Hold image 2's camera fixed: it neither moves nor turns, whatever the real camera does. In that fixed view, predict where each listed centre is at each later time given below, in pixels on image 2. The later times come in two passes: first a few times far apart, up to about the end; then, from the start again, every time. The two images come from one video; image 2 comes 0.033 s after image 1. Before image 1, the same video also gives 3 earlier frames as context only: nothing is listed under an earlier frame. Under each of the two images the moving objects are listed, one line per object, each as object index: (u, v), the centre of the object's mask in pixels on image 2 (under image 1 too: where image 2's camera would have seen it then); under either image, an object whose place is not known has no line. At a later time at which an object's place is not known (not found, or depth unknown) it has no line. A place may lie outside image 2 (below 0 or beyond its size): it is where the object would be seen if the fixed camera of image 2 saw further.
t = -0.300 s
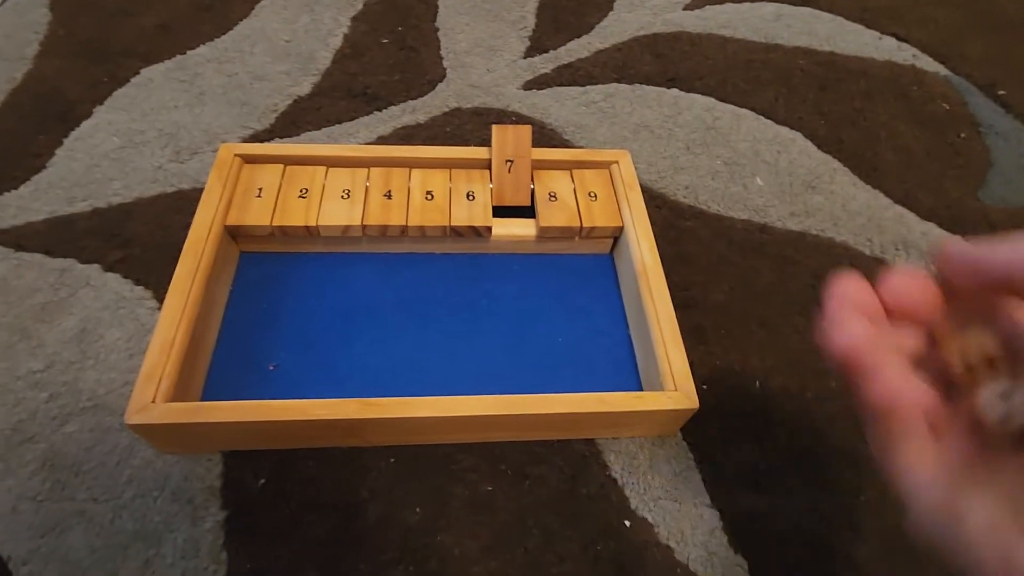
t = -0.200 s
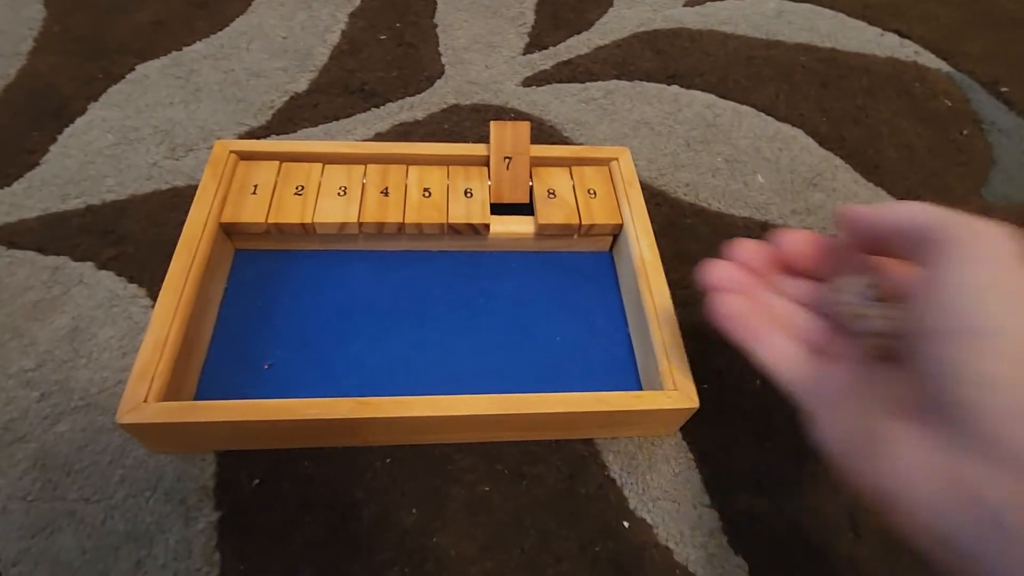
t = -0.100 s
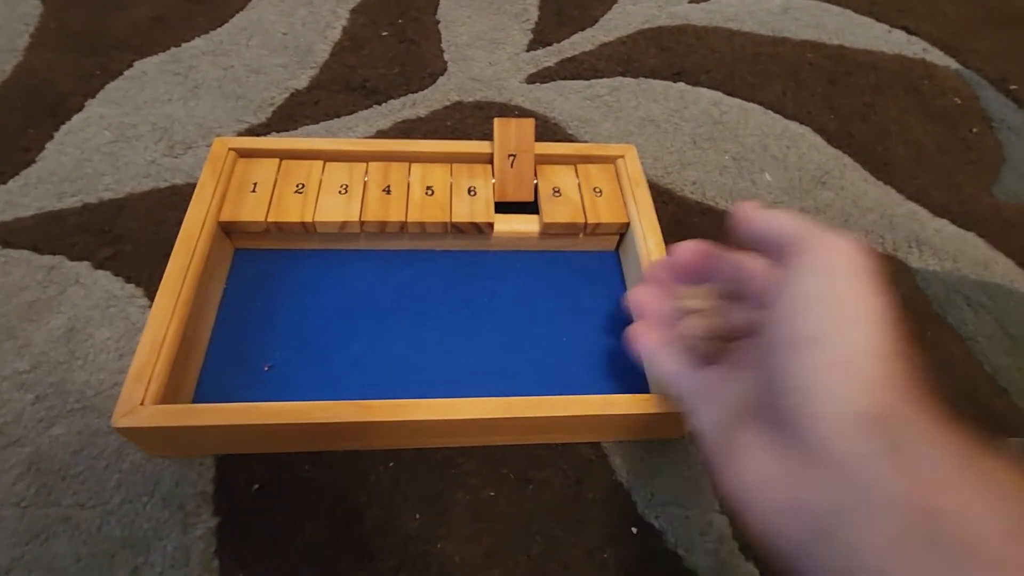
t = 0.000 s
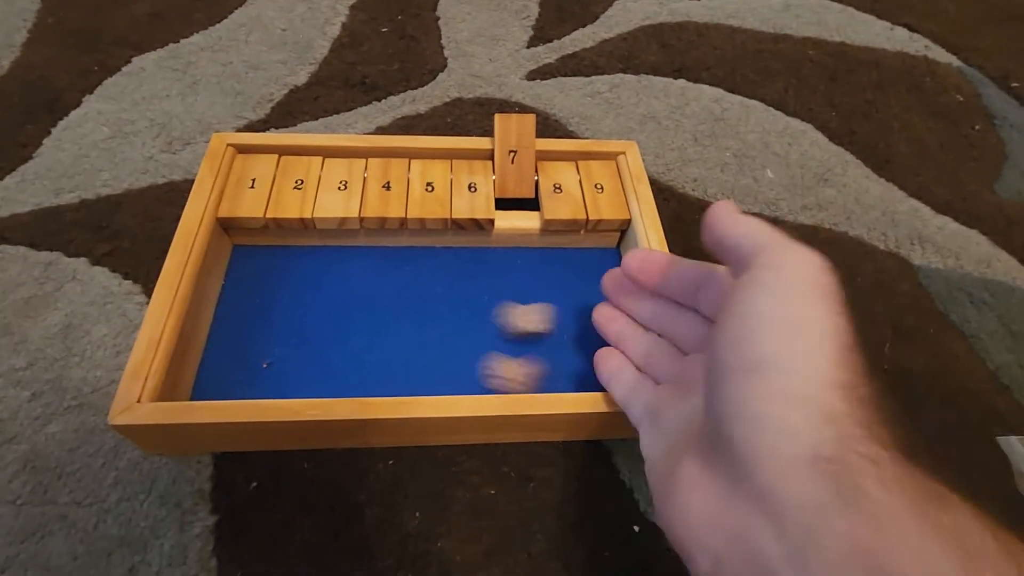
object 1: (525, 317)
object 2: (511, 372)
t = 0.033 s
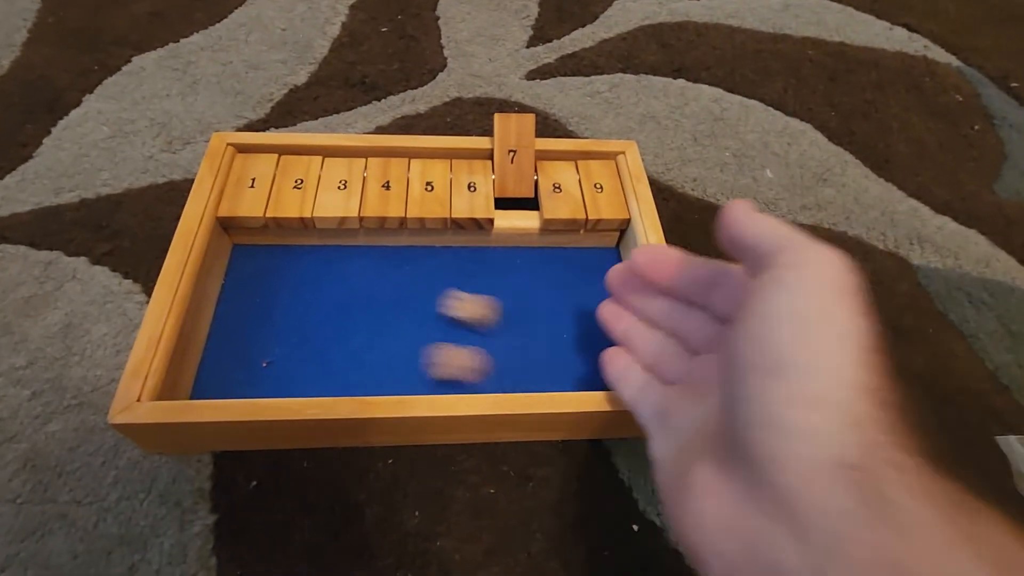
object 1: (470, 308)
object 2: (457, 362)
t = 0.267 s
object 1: (267, 255)
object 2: (303, 338)
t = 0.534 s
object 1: (355, 317)
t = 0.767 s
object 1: (397, 329)
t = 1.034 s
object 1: (392, 333)
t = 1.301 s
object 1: (390, 334)
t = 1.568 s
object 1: (390, 334)
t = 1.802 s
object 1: (389, 334)
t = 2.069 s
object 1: (389, 335)
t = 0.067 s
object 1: (418, 288)
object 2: (402, 360)
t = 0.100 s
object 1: (368, 276)
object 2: (347, 354)
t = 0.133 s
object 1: (321, 268)
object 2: (293, 348)
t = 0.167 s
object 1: (277, 244)
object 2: (240, 340)
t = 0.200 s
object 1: (241, 241)
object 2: (233, 331)
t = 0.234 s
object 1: (248, 254)
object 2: (269, 334)
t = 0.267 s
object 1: (267, 255)
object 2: (303, 338)
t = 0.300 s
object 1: (287, 260)
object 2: (324, 336)
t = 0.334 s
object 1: (308, 264)
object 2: (347, 337)
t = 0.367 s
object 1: (325, 269)
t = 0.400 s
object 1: (337, 276)
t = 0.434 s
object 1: (346, 287)
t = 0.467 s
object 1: (352, 297)
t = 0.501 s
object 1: (353, 308)
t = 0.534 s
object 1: (355, 317)
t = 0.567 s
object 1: (363, 324)
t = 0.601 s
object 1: (368, 327)
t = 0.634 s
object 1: (373, 330)
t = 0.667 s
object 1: (378, 333)
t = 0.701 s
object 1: (386, 335)
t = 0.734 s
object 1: (394, 333)
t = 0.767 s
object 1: (397, 329)
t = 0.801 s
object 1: (397, 326)
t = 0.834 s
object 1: (397, 326)
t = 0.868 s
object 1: (395, 329)
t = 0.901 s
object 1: (392, 334)
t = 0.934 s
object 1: (387, 335)
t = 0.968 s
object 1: (388, 334)
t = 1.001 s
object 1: (392, 334)
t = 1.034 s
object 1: (392, 333)
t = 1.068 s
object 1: (389, 334)
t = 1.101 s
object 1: (389, 334)
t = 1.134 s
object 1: (391, 334)
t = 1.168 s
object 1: (391, 334)
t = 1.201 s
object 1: (389, 334)
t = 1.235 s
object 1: (390, 334)
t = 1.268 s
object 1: (390, 334)
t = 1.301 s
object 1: (390, 334)
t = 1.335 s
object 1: (390, 334)
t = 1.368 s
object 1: (390, 334)
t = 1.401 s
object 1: (390, 334)
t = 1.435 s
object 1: (390, 334)
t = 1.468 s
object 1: (390, 334)
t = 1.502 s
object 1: (390, 334)
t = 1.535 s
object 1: (390, 334)
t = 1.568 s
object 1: (390, 334)
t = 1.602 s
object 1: (390, 334)
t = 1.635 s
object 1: (390, 334)
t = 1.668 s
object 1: (390, 334)
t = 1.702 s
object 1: (390, 334)
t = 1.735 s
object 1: (390, 334)
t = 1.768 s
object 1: (390, 334)
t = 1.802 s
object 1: (389, 334)
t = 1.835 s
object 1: (390, 334)
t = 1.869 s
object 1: (389, 335)
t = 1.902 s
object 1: (389, 335)
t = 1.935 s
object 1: (389, 335)
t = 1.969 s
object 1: (389, 335)
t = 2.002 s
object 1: (390, 335)
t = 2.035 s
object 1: (389, 335)
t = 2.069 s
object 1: (389, 335)
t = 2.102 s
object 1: (389, 335)
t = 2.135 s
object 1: (389, 336)
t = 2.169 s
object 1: (389, 336)
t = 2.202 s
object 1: (389, 336)
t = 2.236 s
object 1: (389, 336)
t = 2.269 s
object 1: (389, 335)
